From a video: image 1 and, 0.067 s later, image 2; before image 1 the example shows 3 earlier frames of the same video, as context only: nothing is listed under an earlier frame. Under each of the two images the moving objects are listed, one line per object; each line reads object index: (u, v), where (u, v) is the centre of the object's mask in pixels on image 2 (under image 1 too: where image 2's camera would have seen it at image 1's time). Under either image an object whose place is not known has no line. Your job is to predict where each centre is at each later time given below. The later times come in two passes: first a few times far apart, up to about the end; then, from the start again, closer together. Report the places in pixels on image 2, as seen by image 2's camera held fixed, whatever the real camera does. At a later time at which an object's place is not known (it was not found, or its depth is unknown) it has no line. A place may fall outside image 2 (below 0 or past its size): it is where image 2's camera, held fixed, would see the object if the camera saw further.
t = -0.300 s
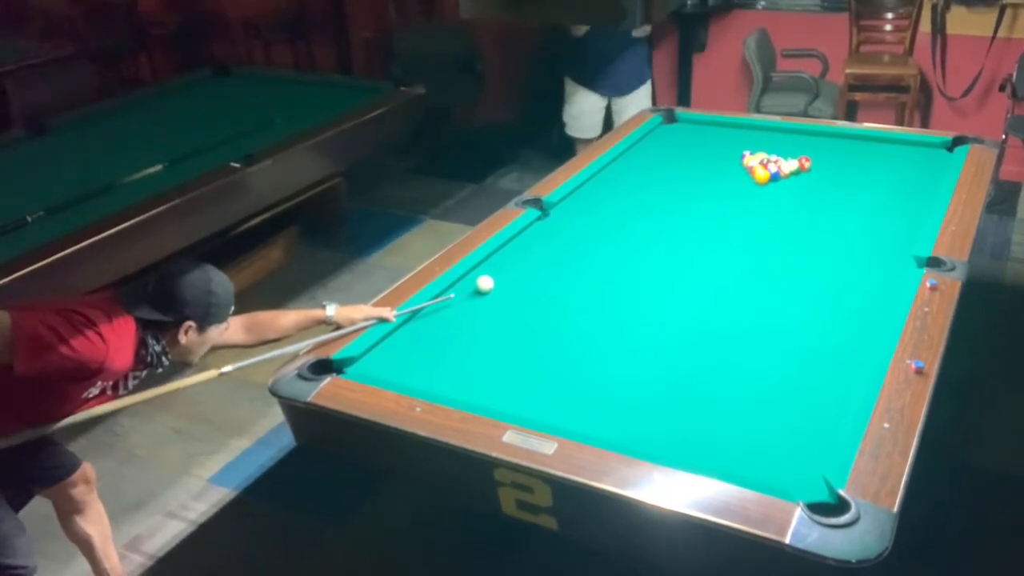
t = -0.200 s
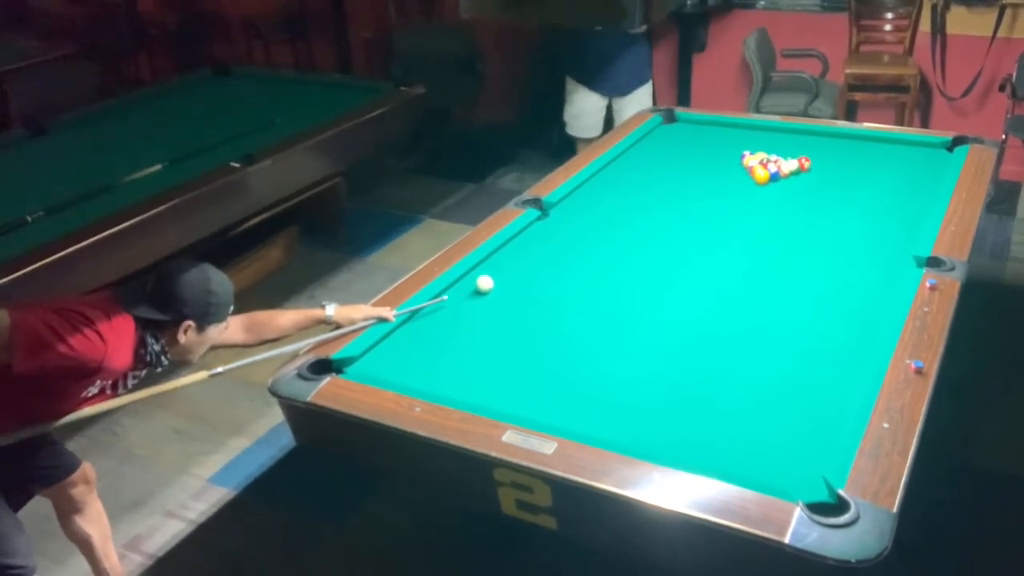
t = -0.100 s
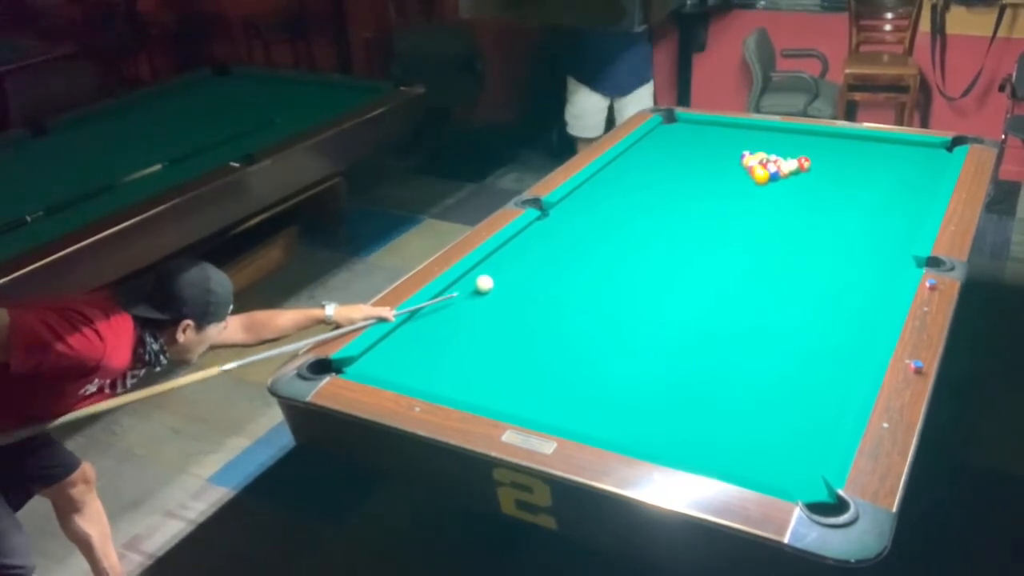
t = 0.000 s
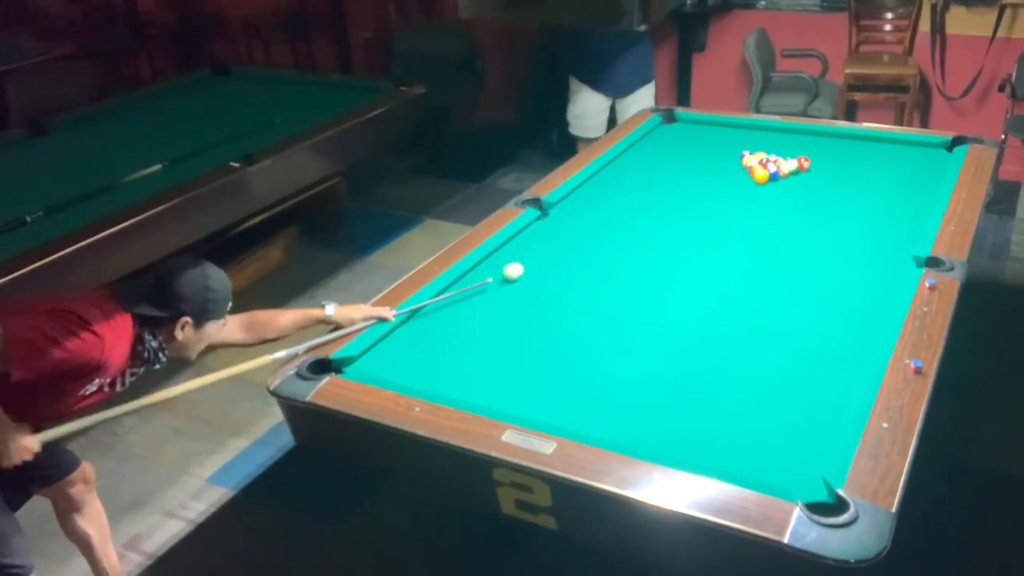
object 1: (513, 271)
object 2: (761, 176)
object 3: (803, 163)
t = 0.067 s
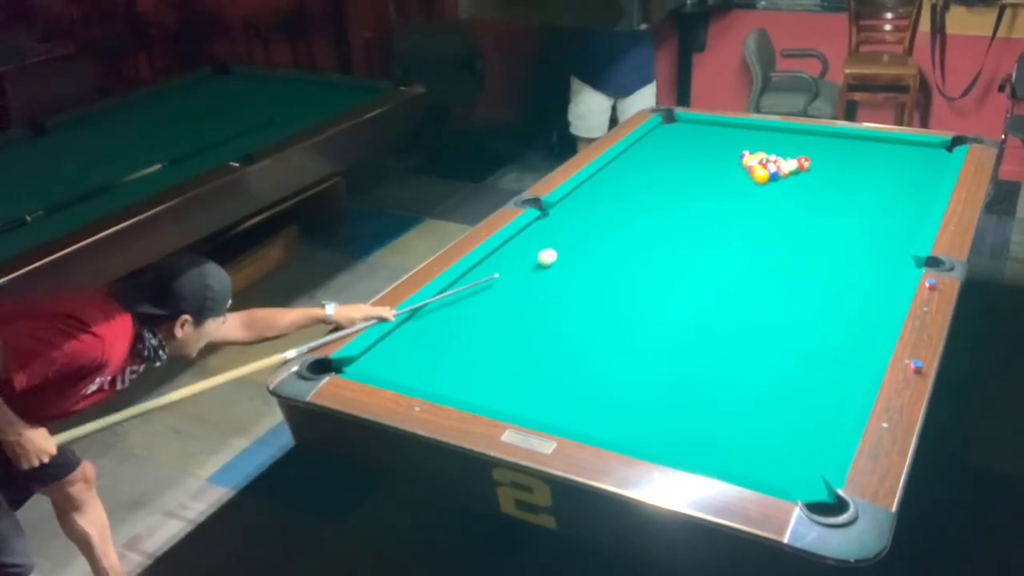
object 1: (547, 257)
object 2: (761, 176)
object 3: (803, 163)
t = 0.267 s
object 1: (626, 225)
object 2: (761, 176)
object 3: (804, 163)
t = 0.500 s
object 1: (703, 194)
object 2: (761, 176)
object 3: (804, 163)
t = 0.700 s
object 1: (740, 171)
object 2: (767, 178)
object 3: (805, 162)
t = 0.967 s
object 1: (722, 153)
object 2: (789, 186)
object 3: (815, 160)
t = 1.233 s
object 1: (706, 136)
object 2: (810, 194)
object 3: (825, 157)
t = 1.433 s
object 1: (694, 124)
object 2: (827, 200)
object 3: (832, 155)
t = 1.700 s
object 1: (674, 124)
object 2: (848, 207)
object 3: (840, 153)
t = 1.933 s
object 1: (656, 130)
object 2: (866, 214)
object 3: (846, 151)
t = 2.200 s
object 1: (656, 137)
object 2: (887, 222)
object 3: (852, 150)
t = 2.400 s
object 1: (657, 143)
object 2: (902, 227)
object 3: (855, 149)
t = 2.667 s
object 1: (657, 150)
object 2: (905, 231)
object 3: (859, 148)
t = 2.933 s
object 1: (657, 157)
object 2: (892, 231)
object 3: (864, 149)
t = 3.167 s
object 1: (658, 163)
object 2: (883, 232)
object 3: (867, 150)
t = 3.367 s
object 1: (659, 168)
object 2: (875, 232)
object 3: (869, 150)
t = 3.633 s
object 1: (660, 175)
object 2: (867, 233)
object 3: (870, 151)
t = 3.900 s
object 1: (661, 181)
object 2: (859, 233)
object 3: (870, 150)
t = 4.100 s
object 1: (663, 186)
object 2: (856, 233)
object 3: (870, 150)
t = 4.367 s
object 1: (664, 191)
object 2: (852, 233)
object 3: (870, 150)
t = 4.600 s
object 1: (666, 196)
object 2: (850, 234)
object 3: (870, 151)
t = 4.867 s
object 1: (668, 201)
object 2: (850, 234)
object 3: (870, 151)
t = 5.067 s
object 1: (669, 205)
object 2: (850, 234)
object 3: (870, 150)
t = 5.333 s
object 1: (670, 209)
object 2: (850, 234)
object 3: (870, 150)
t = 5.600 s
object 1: (671, 213)
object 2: (850, 234)
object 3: (870, 151)
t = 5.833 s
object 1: (672, 216)
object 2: (850, 234)
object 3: (870, 150)
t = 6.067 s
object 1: (674, 218)
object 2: (850, 234)
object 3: (870, 150)
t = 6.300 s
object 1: (675, 221)
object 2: (850, 234)
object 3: (870, 150)
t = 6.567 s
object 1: (675, 222)
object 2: (850, 234)
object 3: (870, 151)
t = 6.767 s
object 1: (676, 223)
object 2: (850, 234)
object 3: (870, 151)
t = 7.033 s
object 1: (677, 224)
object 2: (850, 234)
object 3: (870, 151)
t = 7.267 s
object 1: (677, 224)
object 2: (850, 234)
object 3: (870, 151)
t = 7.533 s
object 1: (677, 224)
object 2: (850, 234)
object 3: (870, 150)
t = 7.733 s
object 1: (676, 224)
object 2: (850, 234)
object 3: (870, 151)
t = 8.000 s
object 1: (677, 224)
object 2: (850, 234)
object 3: (870, 151)
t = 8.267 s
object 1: (677, 224)
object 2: (850, 234)
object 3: (870, 151)
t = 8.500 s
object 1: (677, 224)
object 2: (850, 234)
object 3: (870, 150)
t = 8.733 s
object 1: (676, 224)
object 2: (850, 234)
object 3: (870, 151)
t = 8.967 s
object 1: (677, 224)
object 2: (850, 234)
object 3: (870, 150)
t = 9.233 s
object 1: (677, 224)
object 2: (850, 234)
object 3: (870, 150)
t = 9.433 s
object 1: (676, 223)
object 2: (850, 234)
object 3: (870, 151)
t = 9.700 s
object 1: (676, 224)
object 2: (850, 234)
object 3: (870, 150)
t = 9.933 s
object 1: (676, 224)
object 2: (850, 234)
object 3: (870, 150)
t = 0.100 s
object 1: (562, 251)
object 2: (761, 176)
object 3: (804, 163)
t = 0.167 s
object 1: (590, 240)
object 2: (761, 176)
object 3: (804, 163)
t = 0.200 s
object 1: (602, 235)
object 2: (761, 176)
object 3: (803, 163)
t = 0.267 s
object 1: (626, 225)
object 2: (761, 176)
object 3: (804, 163)
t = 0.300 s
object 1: (638, 220)
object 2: (761, 176)
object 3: (803, 163)
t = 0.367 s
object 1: (660, 211)
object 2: (761, 176)
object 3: (803, 163)
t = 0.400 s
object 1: (671, 207)
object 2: (761, 176)
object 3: (803, 163)
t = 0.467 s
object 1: (693, 198)
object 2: (761, 176)
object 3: (803, 163)
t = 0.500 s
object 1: (703, 194)
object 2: (761, 176)
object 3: (804, 163)
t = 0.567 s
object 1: (723, 186)
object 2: (761, 176)
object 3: (804, 163)
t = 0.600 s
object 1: (733, 181)
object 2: (761, 176)
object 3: (804, 163)
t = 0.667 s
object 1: (746, 174)
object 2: (763, 177)
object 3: (804, 163)
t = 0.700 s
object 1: (740, 171)
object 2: (767, 178)
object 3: (805, 162)
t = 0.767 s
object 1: (733, 167)
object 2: (773, 180)
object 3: (808, 162)
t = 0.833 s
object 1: (729, 162)
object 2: (778, 182)
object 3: (811, 161)
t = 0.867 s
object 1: (727, 160)
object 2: (780, 183)
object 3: (812, 161)
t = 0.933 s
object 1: (724, 155)
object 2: (786, 185)
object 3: (814, 160)
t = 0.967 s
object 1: (722, 153)
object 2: (789, 186)
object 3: (815, 160)
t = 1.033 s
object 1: (718, 148)
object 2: (794, 188)
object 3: (818, 159)
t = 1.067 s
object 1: (715, 146)
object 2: (797, 189)
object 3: (819, 158)
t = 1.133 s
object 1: (711, 142)
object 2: (802, 191)
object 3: (822, 158)
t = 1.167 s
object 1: (709, 140)
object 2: (805, 192)
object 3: (823, 157)
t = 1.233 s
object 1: (706, 136)
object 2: (810, 194)
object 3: (825, 157)
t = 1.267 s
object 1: (704, 134)
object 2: (813, 195)
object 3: (827, 156)
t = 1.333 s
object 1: (700, 130)
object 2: (819, 197)
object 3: (829, 156)
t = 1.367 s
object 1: (698, 128)
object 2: (821, 198)
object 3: (830, 156)
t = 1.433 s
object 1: (694, 124)
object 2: (827, 200)
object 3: (832, 155)
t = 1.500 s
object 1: (691, 121)
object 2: (832, 202)
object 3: (834, 154)
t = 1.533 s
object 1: (689, 120)
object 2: (835, 203)
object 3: (835, 154)
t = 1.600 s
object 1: (683, 122)
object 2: (840, 205)
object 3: (837, 154)
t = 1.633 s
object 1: (680, 123)
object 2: (843, 206)
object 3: (838, 153)
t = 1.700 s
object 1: (674, 124)
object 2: (848, 207)
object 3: (840, 153)
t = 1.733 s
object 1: (671, 125)
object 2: (850, 208)
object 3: (841, 153)
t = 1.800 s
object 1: (665, 126)
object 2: (856, 210)
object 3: (842, 152)
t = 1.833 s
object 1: (663, 127)
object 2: (858, 211)
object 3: (843, 152)
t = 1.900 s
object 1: (657, 129)
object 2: (863, 213)
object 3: (845, 152)
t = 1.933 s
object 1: (656, 130)
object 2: (866, 214)
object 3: (846, 151)
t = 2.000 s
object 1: (656, 132)
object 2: (871, 216)
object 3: (847, 151)
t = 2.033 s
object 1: (656, 132)
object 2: (874, 217)
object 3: (848, 151)
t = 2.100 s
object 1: (656, 134)
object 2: (879, 219)
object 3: (850, 150)
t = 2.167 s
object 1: (656, 136)
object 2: (884, 221)
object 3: (851, 150)
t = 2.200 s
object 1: (656, 137)
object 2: (887, 222)
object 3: (852, 150)
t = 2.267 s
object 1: (656, 139)
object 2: (892, 223)
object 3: (853, 149)
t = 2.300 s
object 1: (656, 140)
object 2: (894, 224)
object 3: (853, 149)
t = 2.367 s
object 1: (657, 142)
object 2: (900, 226)
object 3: (854, 149)
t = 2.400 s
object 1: (657, 143)
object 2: (902, 227)
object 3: (855, 149)
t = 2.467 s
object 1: (656, 145)
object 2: (907, 229)
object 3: (856, 149)
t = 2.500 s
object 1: (657, 145)
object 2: (910, 229)
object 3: (856, 148)
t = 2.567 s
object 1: (657, 147)
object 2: (910, 230)
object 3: (857, 148)
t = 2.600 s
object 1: (657, 148)
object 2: (909, 230)
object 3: (858, 148)
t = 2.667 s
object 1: (657, 150)
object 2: (905, 231)
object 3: (859, 148)
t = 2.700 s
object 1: (657, 151)
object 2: (903, 231)
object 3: (860, 148)
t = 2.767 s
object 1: (657, 153)
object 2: (900, 231)
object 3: (861, 148)
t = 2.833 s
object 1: (657, 154)
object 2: (896, 231)
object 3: (862, 149)
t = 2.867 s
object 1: (657, 155)
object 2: (895, 231)
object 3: (863, 149)
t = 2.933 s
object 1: (657, 157)
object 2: (892, 231)
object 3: (864, 149)
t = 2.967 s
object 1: (657, 158)
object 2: (891, 231)
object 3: (864, 149)
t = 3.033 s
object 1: (658, 160)
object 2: (888, 232)
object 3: (865, 149)
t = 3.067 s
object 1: (658, 161)
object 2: (886, 232)
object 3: (866, 150)
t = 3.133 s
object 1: (658, 162)
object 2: (884, 232)
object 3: (866, 150)
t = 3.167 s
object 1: (658, 163)
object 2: (883, 232)
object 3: (867, 150)
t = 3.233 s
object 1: (659, 165)
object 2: (880, 232)
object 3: (867, 150)
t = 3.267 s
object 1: (659, 166)
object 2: (878, 232)
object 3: (868, 150)
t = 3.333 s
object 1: (659, 167)
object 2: (876, 232)
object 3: (869, 150)
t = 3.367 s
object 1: (659, 168)
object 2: (875, 232)
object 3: (869, 150)
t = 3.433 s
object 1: (659, 170)
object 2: (873, 233)
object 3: (869, 150)
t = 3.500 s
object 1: (660, 172)
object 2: (871, 233)
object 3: (869, 150)
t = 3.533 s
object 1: (660, 173)
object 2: (870, 233)
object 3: (869, 151)
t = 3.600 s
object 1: (660, 174)
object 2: (868, 233)
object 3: (870, 151)
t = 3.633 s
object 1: (660, 175)
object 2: (867, 233)
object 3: (870, 151)
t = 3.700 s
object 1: (660, 176)
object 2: (865, 233)
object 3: (870, 151)
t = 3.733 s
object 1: (660, 177)
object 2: (864, 233)
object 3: (870, 151)
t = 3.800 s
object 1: (661, 179)
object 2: (862, 233)
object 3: (870, 151)
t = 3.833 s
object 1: (661, 179)
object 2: (861, 233)
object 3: (870, 151)
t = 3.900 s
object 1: (661, 181)
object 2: (859, 233)
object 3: (870, 150)
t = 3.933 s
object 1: (662, 182)
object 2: (859, 234)
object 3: (870, 150)
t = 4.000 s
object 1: (662, 183)
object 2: (858, 234)
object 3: (870, 150)
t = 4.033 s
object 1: (662, 184)
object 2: (857, 233)
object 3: (870, 150)
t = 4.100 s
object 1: (663, 186)
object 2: (856, 233)
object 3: (870, 150)
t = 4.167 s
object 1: (663, 187)
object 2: (854, 234)
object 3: (870, 150)
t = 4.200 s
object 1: (664, 188)
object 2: (854, 234)
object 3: (870, 150)
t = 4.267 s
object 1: (664, 189)
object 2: (853, 234)
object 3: (870, 150)
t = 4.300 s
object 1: (664, 190)
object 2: (852, 234)
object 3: (870, 150)
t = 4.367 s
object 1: (664, 191)
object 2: (852, 233)
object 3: (870, 150)
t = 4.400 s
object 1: (665, 192)
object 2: (851, 233)
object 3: (870, 150)
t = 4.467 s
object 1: (665, 193)
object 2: (851, 233)
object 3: (870, 150)
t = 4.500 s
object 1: (665, 194)
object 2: (851, 233)
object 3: (870, 150)
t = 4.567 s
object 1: (666, 195)
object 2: (850, 234)
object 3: (870, 150)
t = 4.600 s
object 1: (666, 196)
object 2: (850, 234)
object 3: (870, 151)
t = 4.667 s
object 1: (666, 197)
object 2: (850, 234)
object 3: (870, 151)
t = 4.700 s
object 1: (667, 198)
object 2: (850, 234)
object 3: (870, 150)
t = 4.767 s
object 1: (667, 200)
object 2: (850, 234)
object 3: (870, 150)
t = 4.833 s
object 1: (667, 201)
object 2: (850, 234)
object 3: (870, 151)
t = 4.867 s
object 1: (668, 201)
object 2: (850, 234)
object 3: (870, 151)
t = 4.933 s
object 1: (668, 202)
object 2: (850, 234)
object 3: (870, 150)
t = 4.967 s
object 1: (668, 203)
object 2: (850, 234)
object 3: (870, 150)
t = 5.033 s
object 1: (669, 204)
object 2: (850, 234)
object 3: (870, 150)
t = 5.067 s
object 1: (669, 205)
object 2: (850, 234)
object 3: (870, 150)
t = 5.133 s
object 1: (669, 206)
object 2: (850, 234)
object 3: (870, 151)
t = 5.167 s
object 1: (669, 206)
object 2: (850, 234)
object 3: (870, 151)
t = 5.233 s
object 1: (670, 208)
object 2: (850, 234)
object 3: (870, 151)
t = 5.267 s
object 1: (670, 208)
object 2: (850, 234)
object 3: (870, 150)
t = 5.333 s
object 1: (670, 209)
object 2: (850, 234)
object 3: (870, 150)
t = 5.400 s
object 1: (671, 210)
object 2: (850, 234)
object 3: (870, 151)
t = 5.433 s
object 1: (671, 211)
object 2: (850, 234)
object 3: (870, 151)
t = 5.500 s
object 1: (671, 212)
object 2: (850, 234)
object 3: (870, 150)
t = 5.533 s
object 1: (671, 212)
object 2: (850, 234)
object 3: (870, 151)
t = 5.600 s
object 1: (671, 213)
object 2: (850, 234)
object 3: (870, 151)
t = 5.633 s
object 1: (672, 213)
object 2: (850, 234)
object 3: (870, 151)
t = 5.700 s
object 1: (672, 214)
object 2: (850, 234)
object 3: (870, 151)
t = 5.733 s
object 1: (672, 215)
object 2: (850, 234)
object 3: (870, 151)
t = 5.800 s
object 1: (672, 216)
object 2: (850, 234)
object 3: (870, 151)
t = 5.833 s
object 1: (672, 216)
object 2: (850, 234)
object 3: (870, 150)
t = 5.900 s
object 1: (673, 217)
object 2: (850, 234)
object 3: (870, 150)
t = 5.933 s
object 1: (673, 217)
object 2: (850, 234)
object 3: (870, 150)
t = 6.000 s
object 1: (674, 218)
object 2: (850, 234)
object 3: (870, 150)
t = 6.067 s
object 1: (674, 218)
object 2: (850, 234)
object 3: (870, 150)
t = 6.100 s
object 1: (674, 219)
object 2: (850, 234)
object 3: (870, 150)
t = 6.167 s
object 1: (674, 219)
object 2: (850, 234)
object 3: (870, 150)
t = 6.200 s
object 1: (674, 220)
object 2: (850, 234)
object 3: (870, 150)
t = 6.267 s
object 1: (675, 220)
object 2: (850, 234)
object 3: (870, 150)
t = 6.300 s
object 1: (675, 221)
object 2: (850, 234)
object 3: (870, 150)
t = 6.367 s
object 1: (675, 221)
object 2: (850, 234)
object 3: (870, 150)
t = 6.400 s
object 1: (675, 221)
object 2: (850, 234)
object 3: (870, 151)
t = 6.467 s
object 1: (675, 222)
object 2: (850, 234)
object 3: (870, 151)
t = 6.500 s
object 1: (675, 222)
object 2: (850, 234)
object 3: (870, 150)
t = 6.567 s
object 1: (675, 222)
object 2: (850, 234)
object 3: (870, 151)
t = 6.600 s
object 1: (675, 223)
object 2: (850, 234)
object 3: (870, 151)
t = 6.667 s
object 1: (675, 223)
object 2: (850, 234)
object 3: (870, 151)
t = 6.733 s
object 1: (676, 223)
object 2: (850, 234)
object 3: (870, 151)
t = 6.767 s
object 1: (676, 223)
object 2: (850, 234)
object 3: (870, 151)
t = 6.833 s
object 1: (676, 224)
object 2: (850, 234)
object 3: (870, 151)
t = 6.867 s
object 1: (676, 224)
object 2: (850, 234)
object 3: (870, 151)
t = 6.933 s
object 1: (677, 224)
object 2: (850, 234)
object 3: (870, 151)
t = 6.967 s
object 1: (677, 224)
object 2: (850, 234)
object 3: (870, 150)
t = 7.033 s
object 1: (677, 224)
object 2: (850, 234)
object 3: (870, 151)
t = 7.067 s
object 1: (677, 224)
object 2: (850, 234)
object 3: (870, 150)
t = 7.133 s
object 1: (677, 224)
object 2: (850, 234)
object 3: (870, 151)
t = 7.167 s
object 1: (677, 224)
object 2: (850, 234)
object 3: (870, 151)
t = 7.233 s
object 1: (677, 224)
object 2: (850, 234)
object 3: (870, 150)
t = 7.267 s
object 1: (677, 224)
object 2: (850, 234)
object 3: (870, 151)
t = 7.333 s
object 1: (677, 224)
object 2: (850, 234)
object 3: (870, 151)
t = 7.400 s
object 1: (676, 224)
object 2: (850, 234)
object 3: (870, 150)
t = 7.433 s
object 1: (677, 224)
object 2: (850, 234)
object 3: (870, 150)
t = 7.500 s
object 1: (676, 224)
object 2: (850, 234)
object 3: (870, 150)
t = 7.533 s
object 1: (677, 224)
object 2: (850, 234)
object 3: (870, 150)
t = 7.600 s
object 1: (677, 224)
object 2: (850, 234)
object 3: (870, 151)
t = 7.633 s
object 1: (676, 224)
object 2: (850, 234)
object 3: (870, 151)
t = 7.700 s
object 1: (677, 224)
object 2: (850, 234)
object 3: (870, 151)
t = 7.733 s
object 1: (676, 224)
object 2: (850, 234)
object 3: (870, 151)
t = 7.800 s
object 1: (677, 224)
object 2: (850, 234)
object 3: (870, 150)
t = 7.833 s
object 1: (677, 224)
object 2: (850, 234)
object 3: (870, 151)
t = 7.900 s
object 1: (677, 224)
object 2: (850, 234)
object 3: (870, 151)
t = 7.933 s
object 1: (677, 224)
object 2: (850, 234)
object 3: (870, 151)
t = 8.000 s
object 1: (677, 224)
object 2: (850, 234)
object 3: (870, 151)
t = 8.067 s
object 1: (677, 224)
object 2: (850, 234)
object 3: (870, 151)
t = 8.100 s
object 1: (677, 224)
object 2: (850, 234)
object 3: (870, 151)
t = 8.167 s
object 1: (677, 224)
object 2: (850, 234)
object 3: (870, 151)
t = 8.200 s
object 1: (677, 224)
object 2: (850, 234)
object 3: (870, 151)
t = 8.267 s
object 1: (677, 224)
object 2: (850, 234)
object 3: (870, 151)
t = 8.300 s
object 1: (677, 224)
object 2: (850, 234)
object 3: (870, 150)
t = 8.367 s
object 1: (677, 224)
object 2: (850, 234)
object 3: (870, 151)
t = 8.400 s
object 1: (677, 224)
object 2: (850, 234)
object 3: (870, 150)
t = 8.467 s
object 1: (677, 224)
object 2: (850, 234)
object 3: (870, 150)
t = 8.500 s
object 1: (677, 224)
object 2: (850, 234)
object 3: (870, 150)
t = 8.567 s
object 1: (677, 224)
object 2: (850, 234)
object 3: (870, 151)
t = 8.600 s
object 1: (676, 224)
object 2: (850, 234)
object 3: (870, 151)
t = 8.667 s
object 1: (677, 224)
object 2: (850, 234)
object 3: (870, 151)
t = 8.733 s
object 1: (676, 224)
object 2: (850, 234)
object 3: (870, 151)
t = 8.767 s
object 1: (677, 224)
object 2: (850, 234)
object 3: (870, 150)
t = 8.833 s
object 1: (677, 224)
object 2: (850, 234)
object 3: (870, 151)
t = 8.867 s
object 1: (677, 224)
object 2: (850, 234)
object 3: (870, 150)
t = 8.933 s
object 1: (677, 224)
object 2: (850, 234)
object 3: (870, 150)
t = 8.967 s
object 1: (677, 224)
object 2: (850, 234)
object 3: (870, 150)
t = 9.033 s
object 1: (677, 224)
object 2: (850, 234)
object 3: (870, 150)
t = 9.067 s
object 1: (677, 224)
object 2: (850, 234)
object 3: (870, 150)
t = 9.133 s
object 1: (677, 224)
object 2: (850, 234)
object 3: (870, 150)
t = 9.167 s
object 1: (677, 224)
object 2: (850, 234)
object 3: (870, 150)
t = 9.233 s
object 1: (677, 224)
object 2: (850, 234)
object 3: (870, 150)
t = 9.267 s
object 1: (677, 224)
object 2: (850, 234)
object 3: (870, 150)
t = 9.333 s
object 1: (677, 224)
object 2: (850, 234)
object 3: (870, 150)
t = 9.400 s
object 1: (677, 224)
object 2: (850, 234)
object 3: (870, 151)
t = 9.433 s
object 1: (676, 223)
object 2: (850, 234)
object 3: (870, 151)
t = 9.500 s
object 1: (676, 224)
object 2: (850, 234)
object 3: (870, 151)
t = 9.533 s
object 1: (676, 224)
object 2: (850, 234)
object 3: (870, 150)
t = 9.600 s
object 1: (676, 224)
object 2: (850, 234)
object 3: (870, 150)
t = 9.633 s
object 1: (676, 224)
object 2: (850, 234)
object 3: (870, 150)
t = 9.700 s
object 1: (676, 224)
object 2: (850, 234)
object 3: (870, 150)
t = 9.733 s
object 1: (677, 224)
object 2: (850, 234)
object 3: (870, 150)
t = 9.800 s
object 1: (676, 224)
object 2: (850, 234)
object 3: (870, 150)
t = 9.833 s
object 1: (676, 224)
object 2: (850, 234)
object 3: (870, 150)
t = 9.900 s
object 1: (676, 224)
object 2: (850, 234)
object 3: (870, 150)
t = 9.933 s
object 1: (676, 224)
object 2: (850, 234)
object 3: (870, 150)
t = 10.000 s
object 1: (676, 224)
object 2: (850, 234)
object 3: (870, 150)
